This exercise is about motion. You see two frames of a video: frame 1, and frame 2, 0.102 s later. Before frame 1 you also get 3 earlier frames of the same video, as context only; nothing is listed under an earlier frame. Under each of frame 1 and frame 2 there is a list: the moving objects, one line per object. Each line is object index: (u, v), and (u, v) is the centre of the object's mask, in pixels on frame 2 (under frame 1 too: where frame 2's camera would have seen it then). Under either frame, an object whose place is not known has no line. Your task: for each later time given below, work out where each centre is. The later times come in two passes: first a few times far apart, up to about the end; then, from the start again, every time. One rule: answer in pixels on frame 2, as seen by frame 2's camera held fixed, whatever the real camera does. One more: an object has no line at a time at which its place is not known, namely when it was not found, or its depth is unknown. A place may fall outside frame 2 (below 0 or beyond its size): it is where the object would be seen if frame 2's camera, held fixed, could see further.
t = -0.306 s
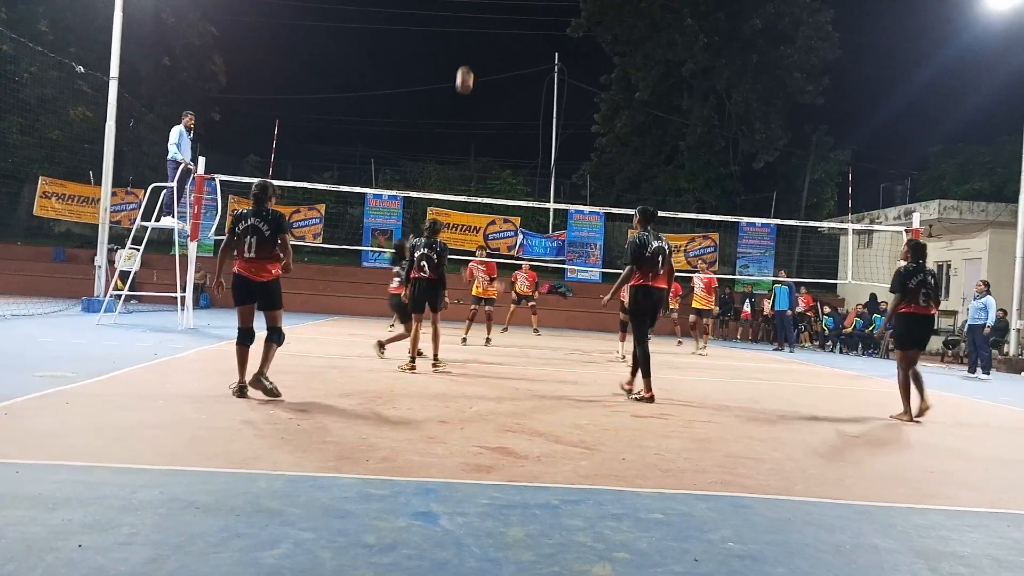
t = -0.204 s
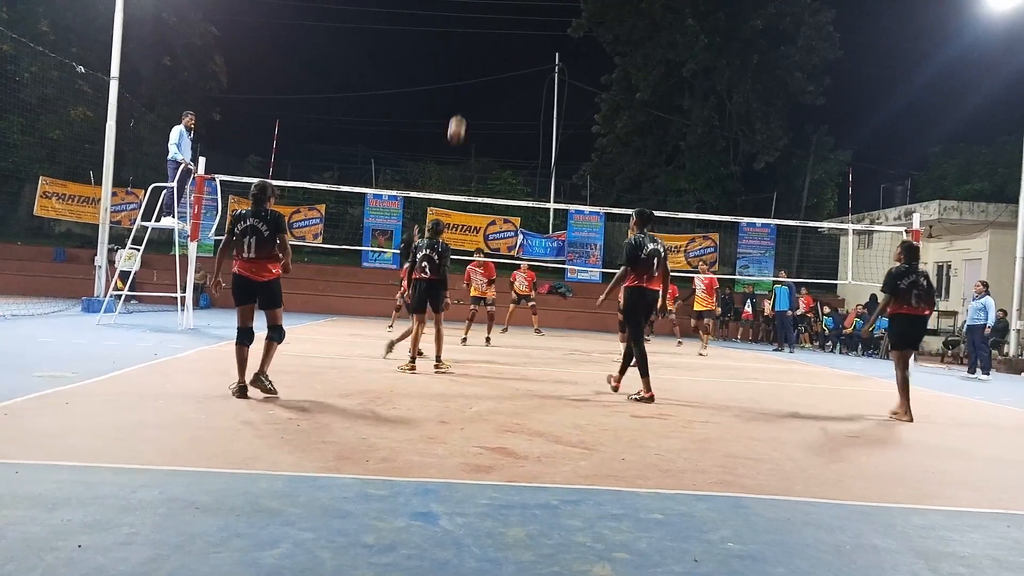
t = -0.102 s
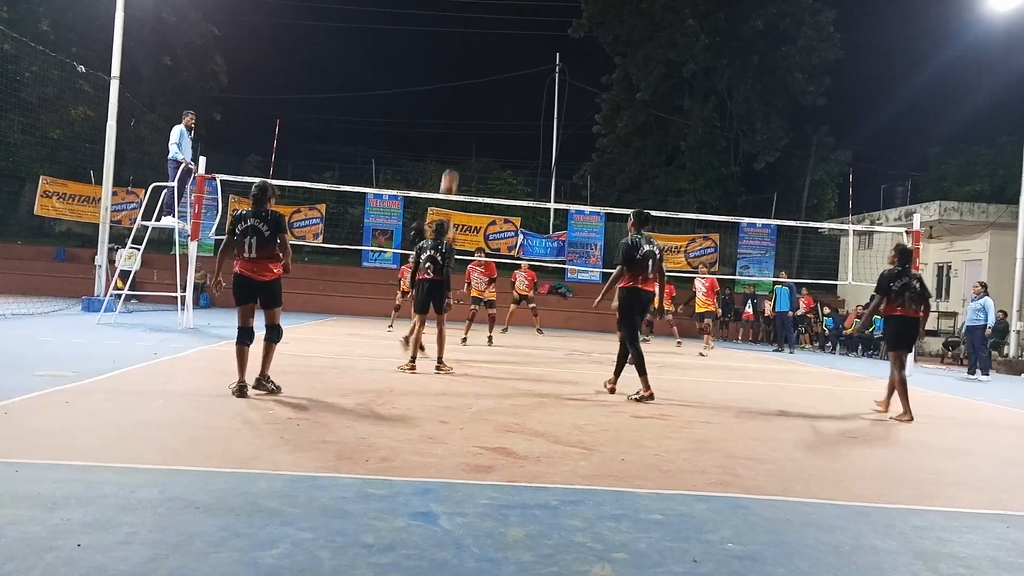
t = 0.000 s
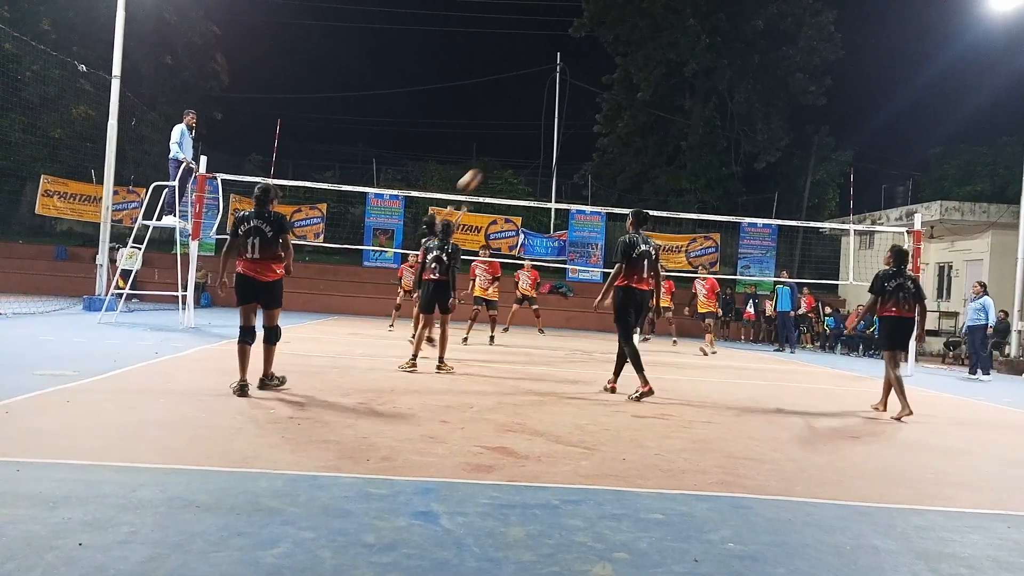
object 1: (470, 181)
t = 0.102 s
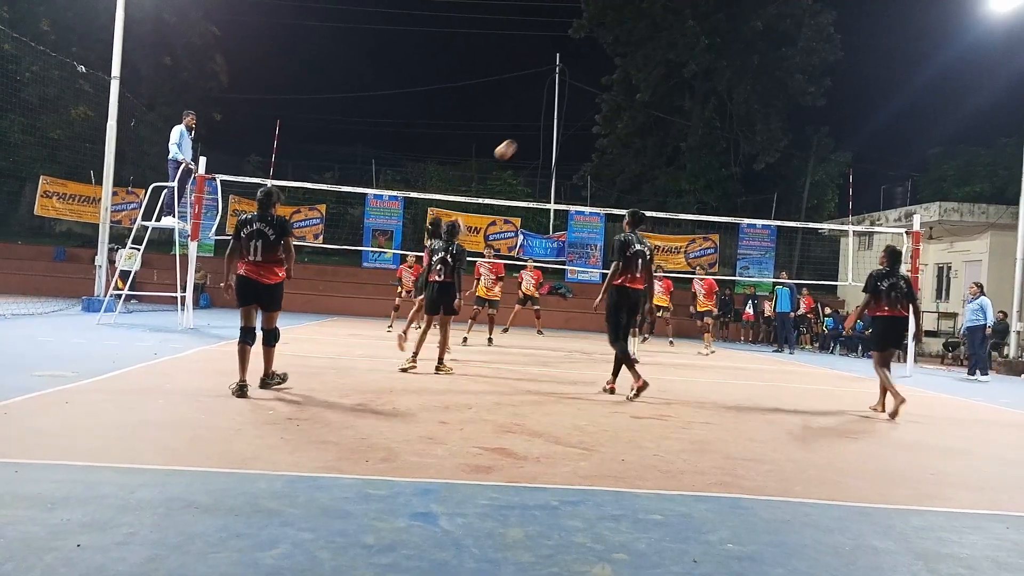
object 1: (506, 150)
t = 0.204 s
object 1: (537, 128)
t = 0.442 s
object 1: (599, 110)
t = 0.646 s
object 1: (641, 121)
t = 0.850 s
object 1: (674, 151)
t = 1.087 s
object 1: (703, 205)
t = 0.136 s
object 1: (517, 142)
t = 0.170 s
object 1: (527, 134)
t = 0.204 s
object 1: (537, 128)
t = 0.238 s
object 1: (546, 123)
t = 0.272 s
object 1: (556, 119)
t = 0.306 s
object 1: (566, 114)
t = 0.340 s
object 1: (574, 113)
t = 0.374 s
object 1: (583, 111)
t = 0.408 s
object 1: (591, 110)
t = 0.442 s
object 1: (599, 110)
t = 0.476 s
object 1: (606, 110)
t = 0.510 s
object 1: (614, 111)
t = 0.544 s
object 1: (621, 113)
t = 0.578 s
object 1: (628, 115)
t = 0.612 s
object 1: (635, 118)
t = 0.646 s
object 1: (641, 121)
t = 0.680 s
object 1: (647, 125)
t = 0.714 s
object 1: (653, 129)
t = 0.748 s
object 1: (659, 134)
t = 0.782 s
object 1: (664, 139)
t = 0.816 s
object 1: (669, 145)
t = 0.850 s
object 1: (674, 151)
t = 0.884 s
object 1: (679, 157)
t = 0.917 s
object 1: (683, 164)
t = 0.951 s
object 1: (688, 171)
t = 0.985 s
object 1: (691, 179)
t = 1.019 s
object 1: (696, 188)
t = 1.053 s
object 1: (700, 196)
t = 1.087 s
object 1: (703, 205)
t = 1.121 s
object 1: (706, 211)
